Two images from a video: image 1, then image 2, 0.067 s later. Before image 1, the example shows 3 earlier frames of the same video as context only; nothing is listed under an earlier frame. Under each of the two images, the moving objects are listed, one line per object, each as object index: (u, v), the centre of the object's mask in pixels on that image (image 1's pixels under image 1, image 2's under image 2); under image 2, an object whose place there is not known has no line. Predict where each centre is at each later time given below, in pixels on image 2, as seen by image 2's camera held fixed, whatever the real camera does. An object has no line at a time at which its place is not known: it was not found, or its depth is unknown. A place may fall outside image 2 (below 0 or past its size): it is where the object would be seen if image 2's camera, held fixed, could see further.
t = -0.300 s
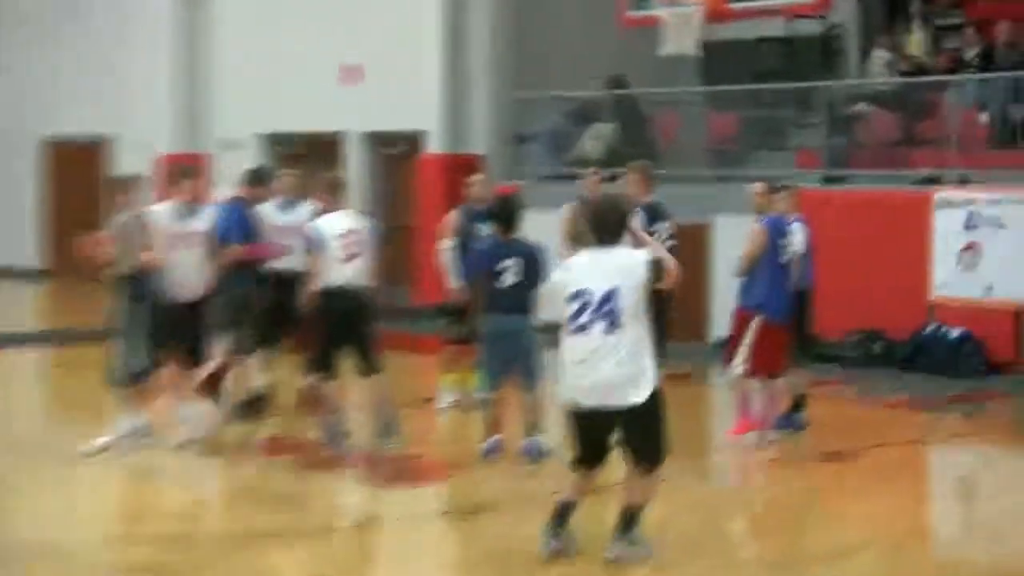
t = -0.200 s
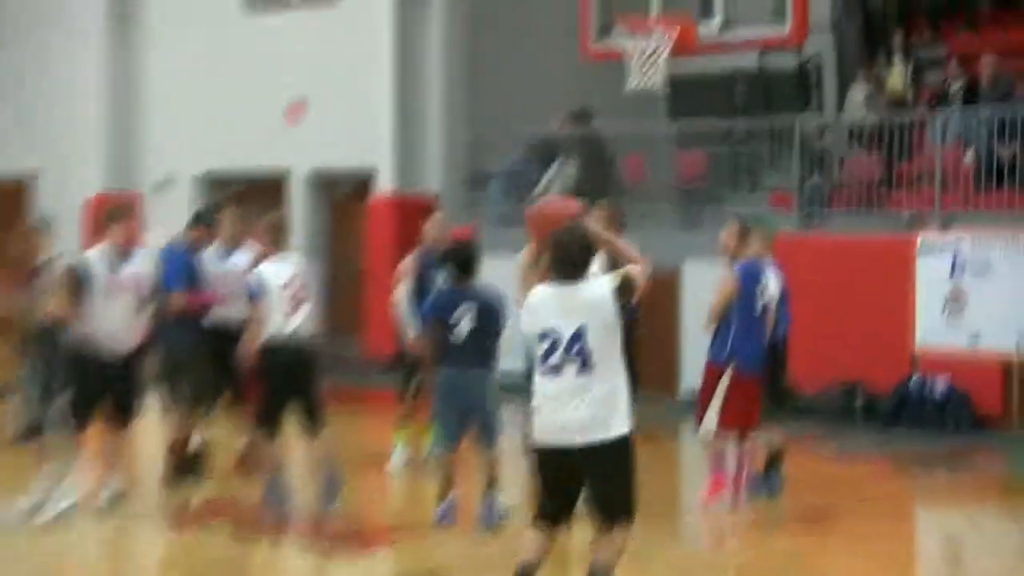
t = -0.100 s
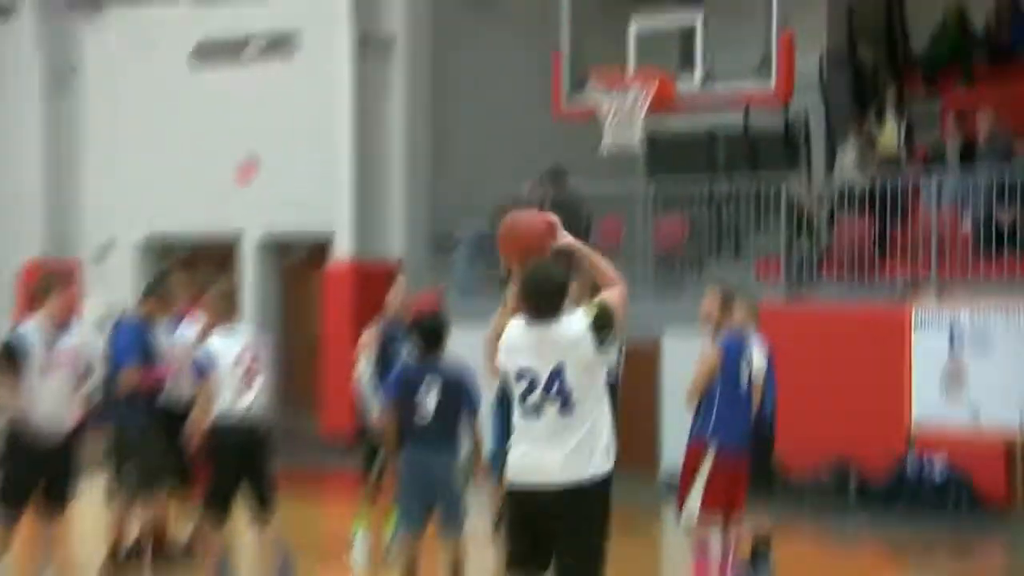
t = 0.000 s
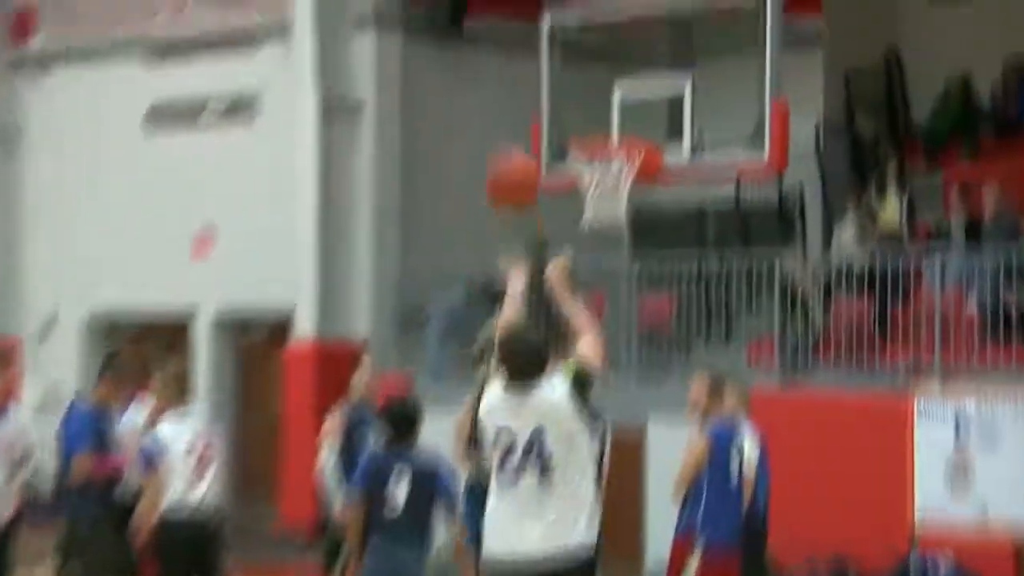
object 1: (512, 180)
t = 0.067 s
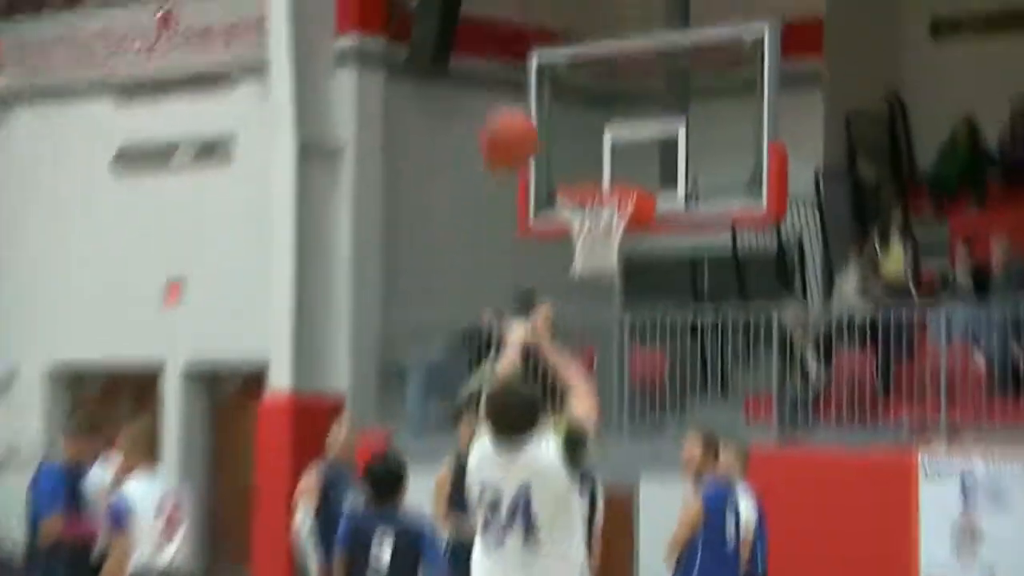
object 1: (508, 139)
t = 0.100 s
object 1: (513, 101)
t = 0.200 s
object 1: (529, 15)
